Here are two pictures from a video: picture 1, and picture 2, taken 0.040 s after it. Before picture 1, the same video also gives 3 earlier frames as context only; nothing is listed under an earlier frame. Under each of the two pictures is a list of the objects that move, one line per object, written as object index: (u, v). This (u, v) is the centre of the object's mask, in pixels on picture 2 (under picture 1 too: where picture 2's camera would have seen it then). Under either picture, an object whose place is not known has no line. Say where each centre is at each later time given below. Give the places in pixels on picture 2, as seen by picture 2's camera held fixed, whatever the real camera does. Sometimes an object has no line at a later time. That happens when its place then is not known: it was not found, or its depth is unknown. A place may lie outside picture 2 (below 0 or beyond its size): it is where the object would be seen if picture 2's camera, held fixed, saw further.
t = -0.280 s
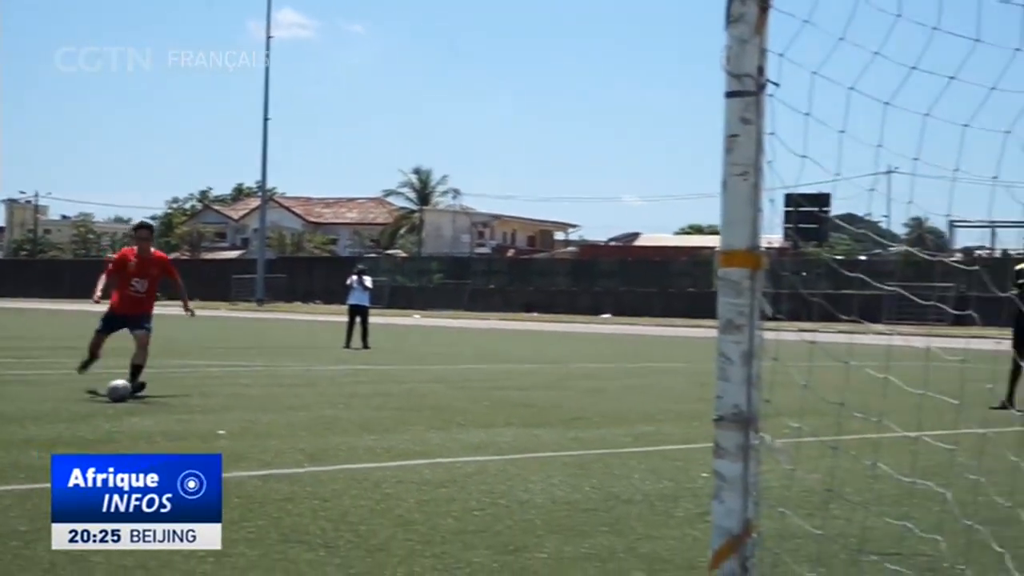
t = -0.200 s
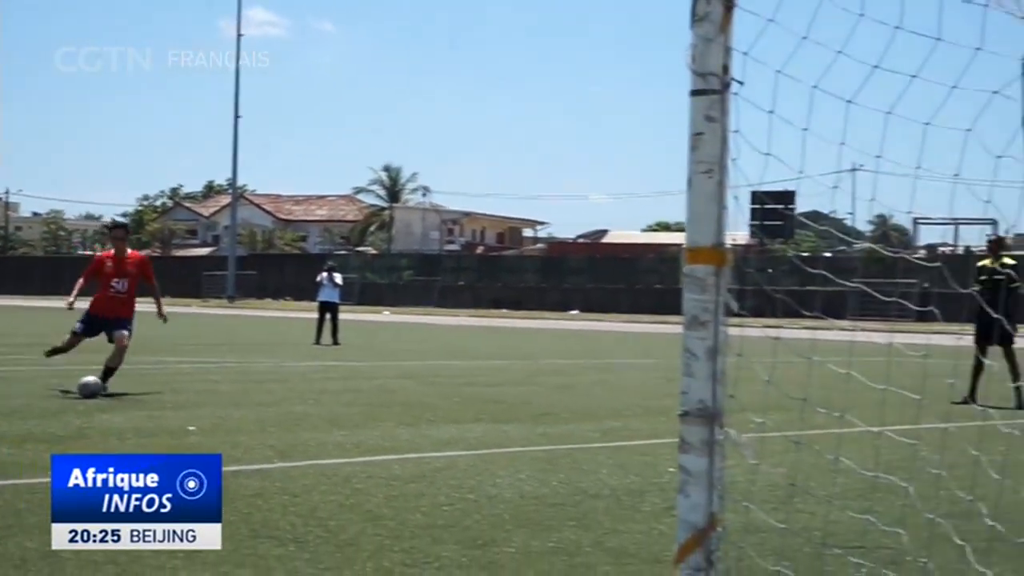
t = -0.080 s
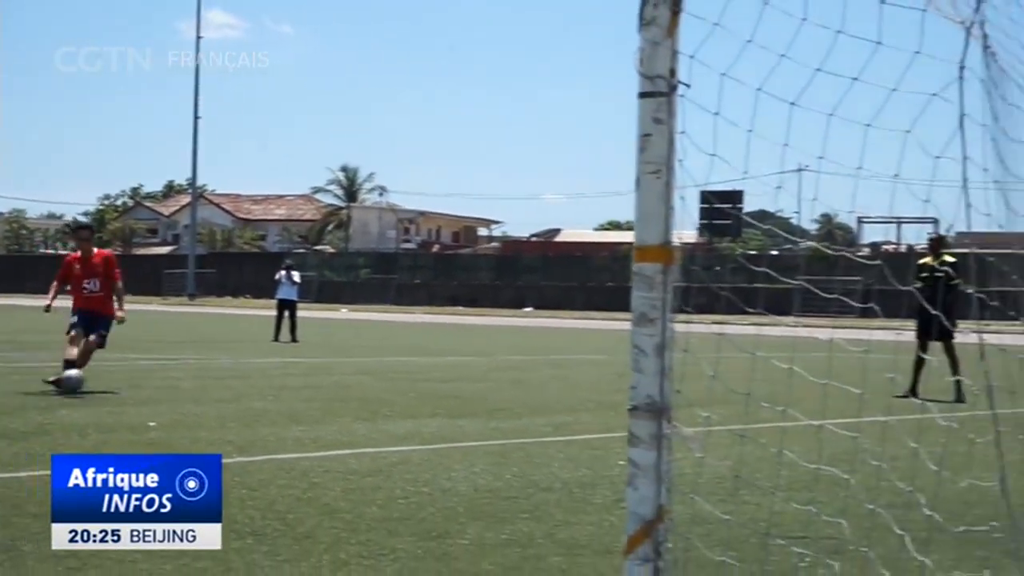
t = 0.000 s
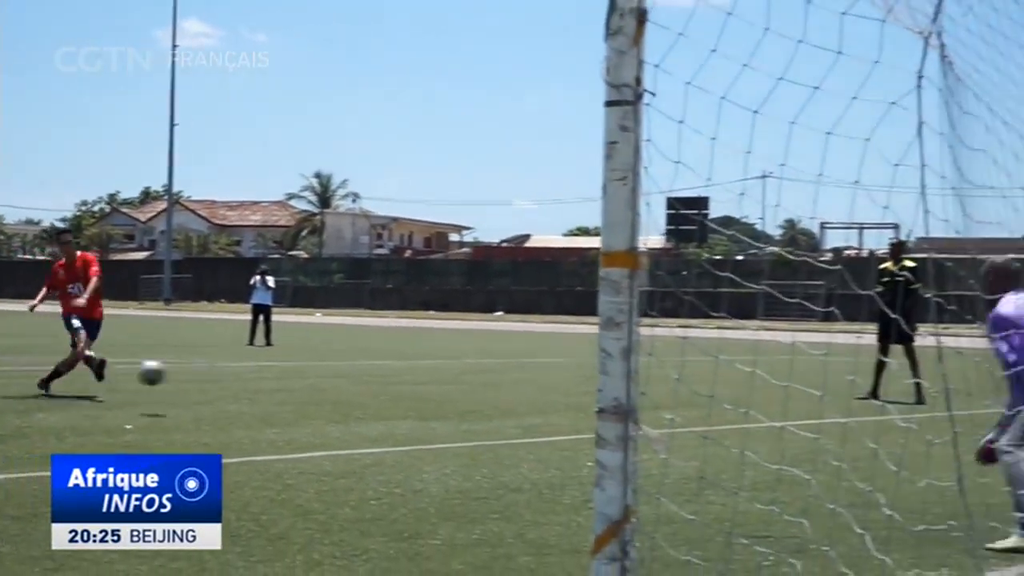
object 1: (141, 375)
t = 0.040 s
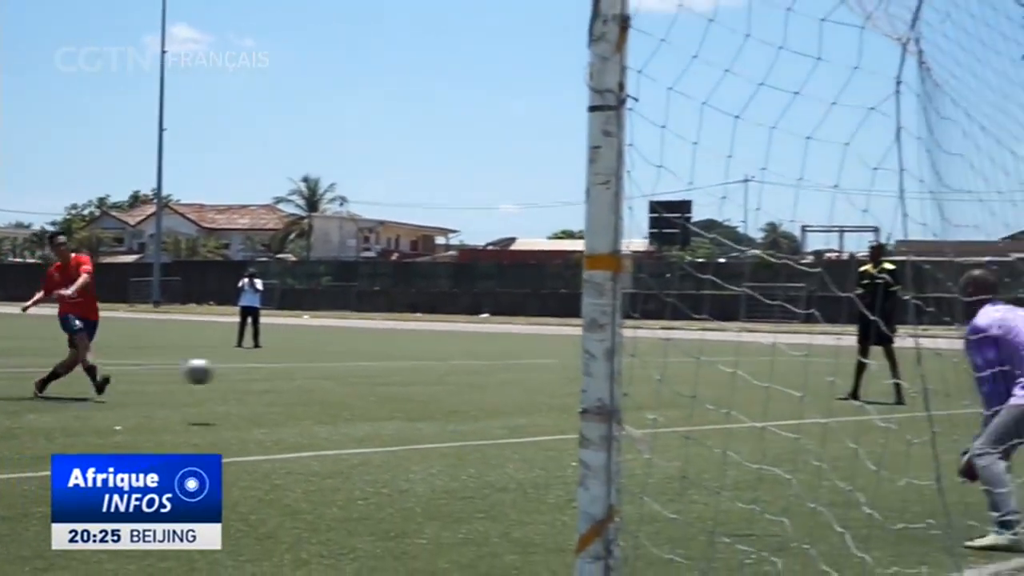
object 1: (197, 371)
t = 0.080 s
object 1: (260, 370)
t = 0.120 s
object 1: (329, 372)
